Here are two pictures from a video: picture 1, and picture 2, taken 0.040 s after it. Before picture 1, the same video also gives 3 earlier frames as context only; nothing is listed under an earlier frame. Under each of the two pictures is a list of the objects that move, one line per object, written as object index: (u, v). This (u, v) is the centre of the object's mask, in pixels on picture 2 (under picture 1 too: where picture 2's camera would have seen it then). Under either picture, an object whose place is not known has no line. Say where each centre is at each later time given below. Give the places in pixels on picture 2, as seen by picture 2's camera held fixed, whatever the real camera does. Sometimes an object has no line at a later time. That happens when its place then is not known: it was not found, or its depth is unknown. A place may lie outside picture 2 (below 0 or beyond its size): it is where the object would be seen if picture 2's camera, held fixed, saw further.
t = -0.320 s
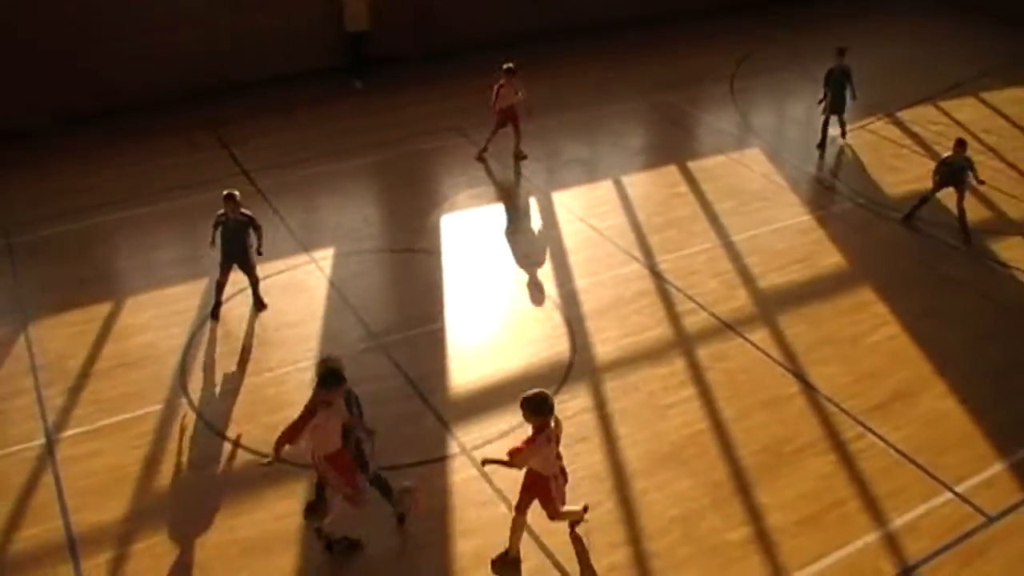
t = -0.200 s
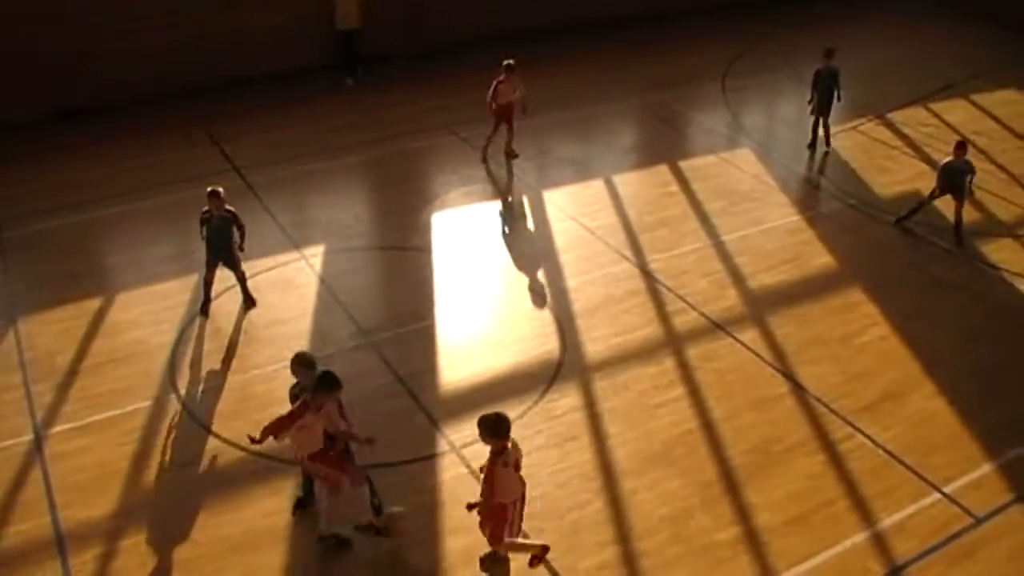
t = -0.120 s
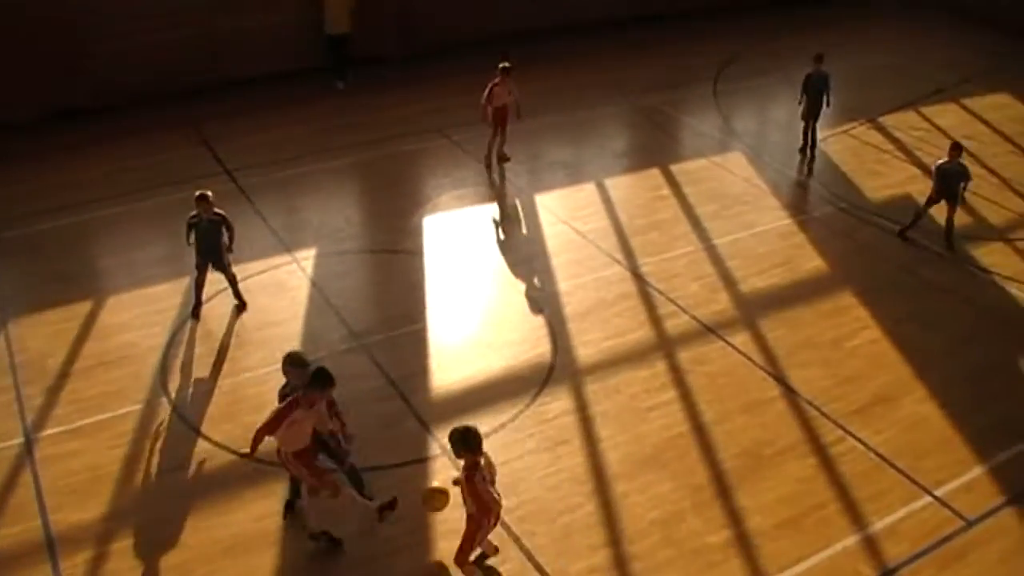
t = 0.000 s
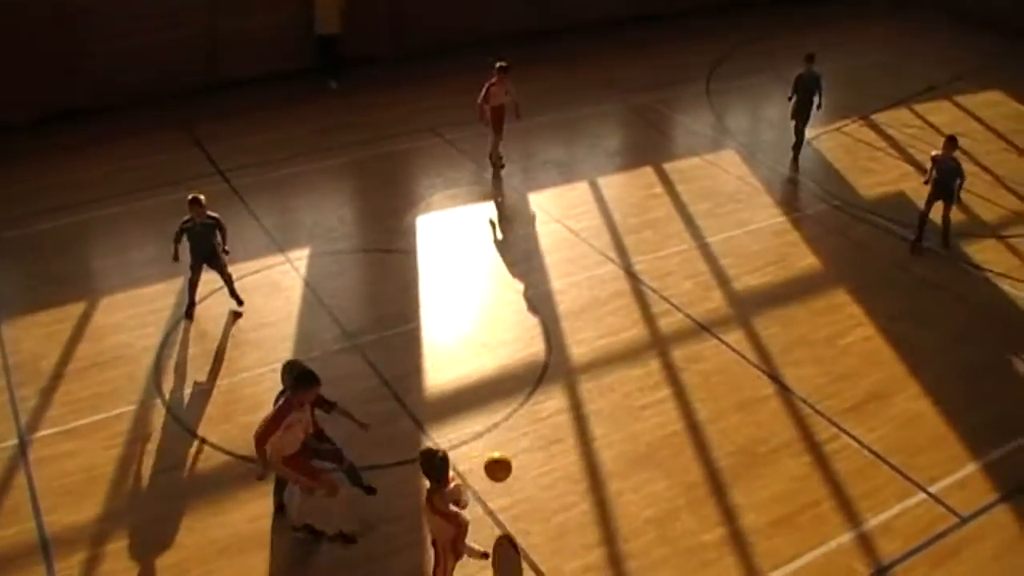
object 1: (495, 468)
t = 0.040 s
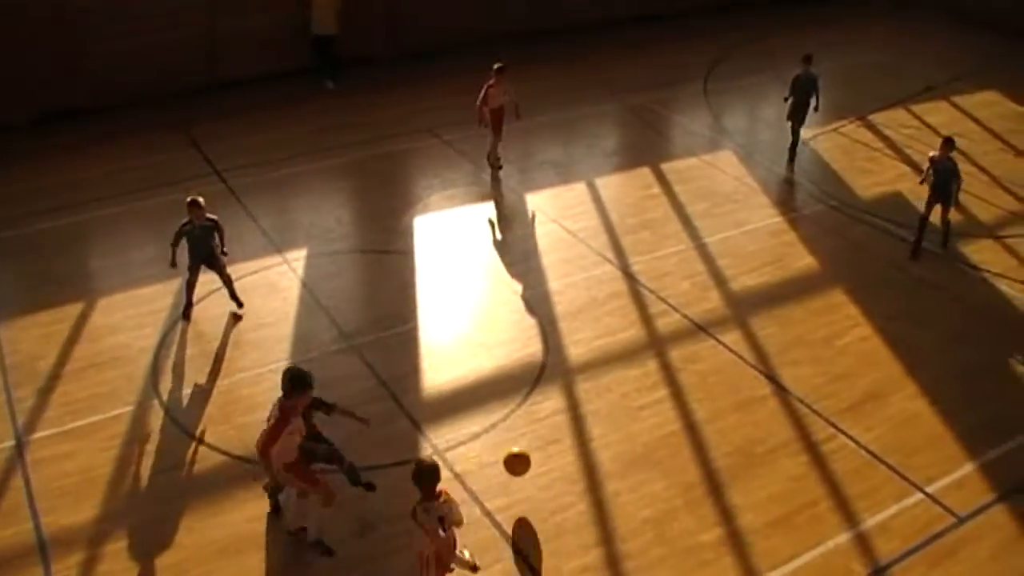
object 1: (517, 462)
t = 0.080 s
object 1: (537, 458)
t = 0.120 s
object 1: (558, 455)
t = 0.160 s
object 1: (576, 448)
